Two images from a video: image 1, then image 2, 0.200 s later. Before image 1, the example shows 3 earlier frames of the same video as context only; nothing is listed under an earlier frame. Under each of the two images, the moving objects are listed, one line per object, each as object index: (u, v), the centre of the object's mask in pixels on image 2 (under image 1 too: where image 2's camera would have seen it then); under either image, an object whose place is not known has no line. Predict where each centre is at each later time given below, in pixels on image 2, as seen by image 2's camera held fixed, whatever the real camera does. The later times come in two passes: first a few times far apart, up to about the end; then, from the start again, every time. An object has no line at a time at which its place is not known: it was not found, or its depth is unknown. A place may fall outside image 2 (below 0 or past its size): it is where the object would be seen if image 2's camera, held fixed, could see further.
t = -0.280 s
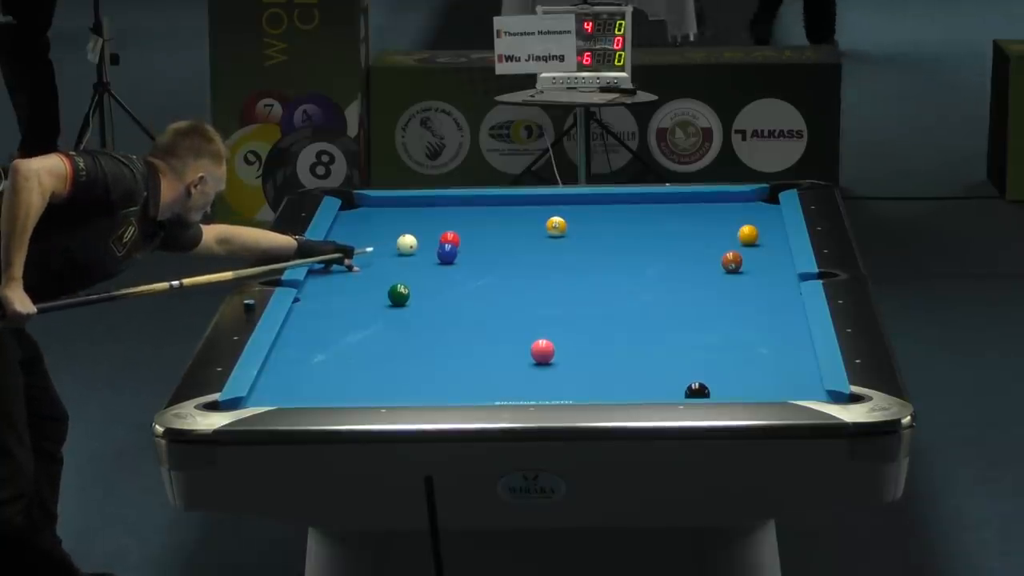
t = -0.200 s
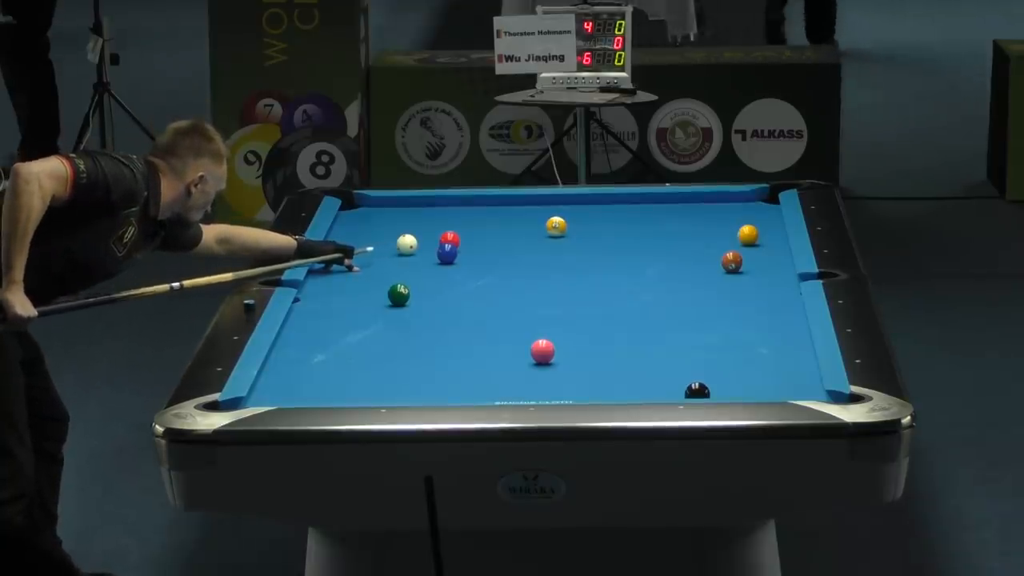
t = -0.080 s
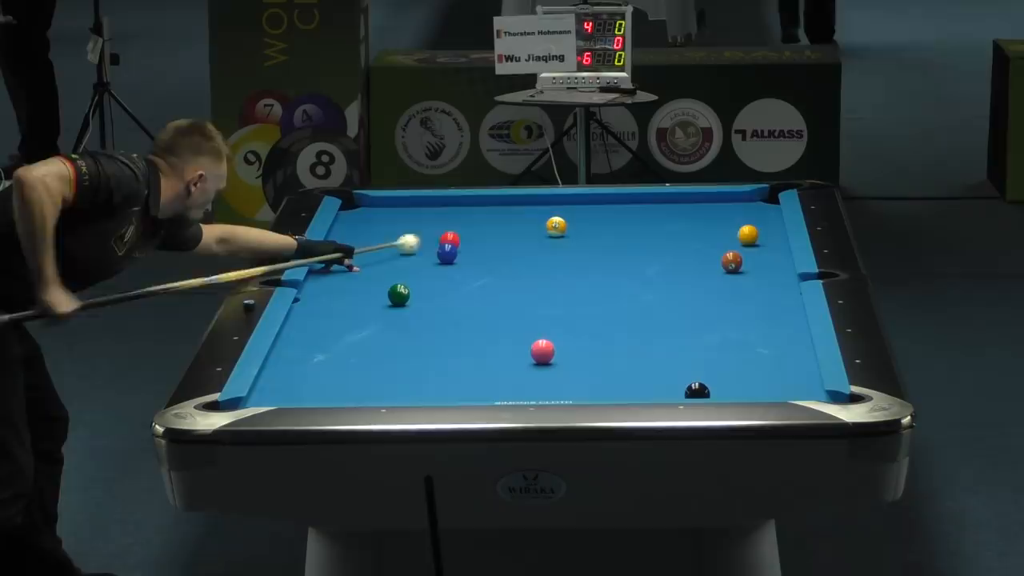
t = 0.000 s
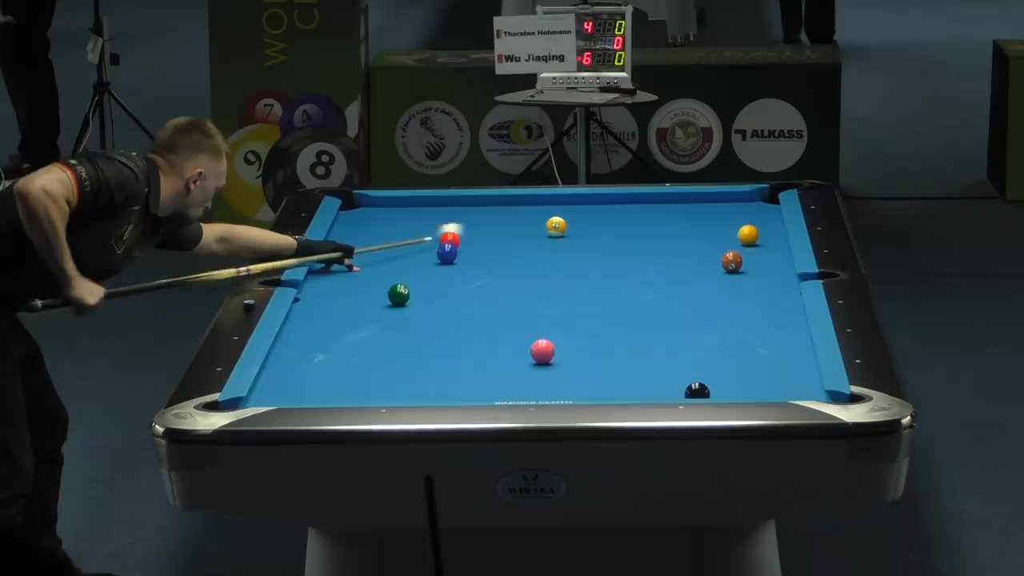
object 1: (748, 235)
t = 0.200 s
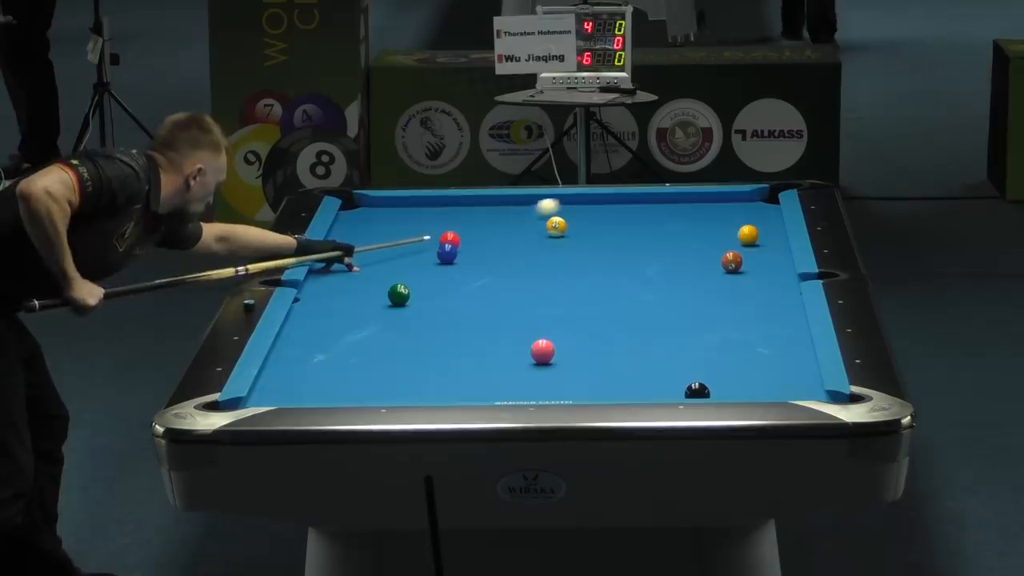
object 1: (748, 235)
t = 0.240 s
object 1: (748, 235)
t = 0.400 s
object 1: (748, 235)
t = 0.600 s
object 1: (748, 235)
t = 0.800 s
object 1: (748, 235)
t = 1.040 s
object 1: (712, 246)
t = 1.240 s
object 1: (679, 257)
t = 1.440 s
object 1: (647, 267)
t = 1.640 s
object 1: (615, 278)
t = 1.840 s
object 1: (583, 288)
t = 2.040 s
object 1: (551, 298)
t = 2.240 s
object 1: (518, 308)
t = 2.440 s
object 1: (486, 319)
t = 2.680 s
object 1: (447, 331)
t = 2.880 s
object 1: (415, 342)
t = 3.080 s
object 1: (383, 352)
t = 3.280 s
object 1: (350, 362)
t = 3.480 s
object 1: (318, 372)
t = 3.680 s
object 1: (286, 383)
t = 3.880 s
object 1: (264, 391)
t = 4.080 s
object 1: (276, 394)
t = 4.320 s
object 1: (288, 398)
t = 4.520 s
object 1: (302, 396)
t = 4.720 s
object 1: (315, 394)
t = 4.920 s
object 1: (326, 392)
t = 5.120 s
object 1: (337, 391)
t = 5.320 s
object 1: (346, 389)
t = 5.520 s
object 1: (354, 386)
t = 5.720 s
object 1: (361, 384)
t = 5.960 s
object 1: (368, 382)
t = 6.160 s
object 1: (373, 380)
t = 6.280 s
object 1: (375, 379)
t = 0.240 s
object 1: (748, 235)
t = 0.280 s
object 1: (748, 235)
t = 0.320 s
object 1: (748, 235)
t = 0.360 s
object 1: (748, 235)
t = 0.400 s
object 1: (748, 235)
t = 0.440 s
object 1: (748, 235)
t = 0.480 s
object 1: (748, 235)
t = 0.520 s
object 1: (748, 235)
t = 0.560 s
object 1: (748, 235)
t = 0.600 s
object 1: (748, 235)
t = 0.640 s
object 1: (748, 235)
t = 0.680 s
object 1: (748, 235)
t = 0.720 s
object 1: (748, 235)
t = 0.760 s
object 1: (748, 235)
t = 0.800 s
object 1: (748, 235)
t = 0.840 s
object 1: (748, 235)
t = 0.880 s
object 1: (740, 237)
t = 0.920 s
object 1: (732, 239)
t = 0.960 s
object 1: (724, 242)
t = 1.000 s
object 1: (717, 244)
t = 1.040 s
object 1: (712, 246)
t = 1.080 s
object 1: (705, 248)
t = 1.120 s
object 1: (699, 250)
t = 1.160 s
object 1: (692, 253)
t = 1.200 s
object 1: (686, 255)
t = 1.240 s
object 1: (679, 257)
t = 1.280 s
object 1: (673, 259)
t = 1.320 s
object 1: (666, 261)
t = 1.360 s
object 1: (660, 263)
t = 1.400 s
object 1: (654, 265)
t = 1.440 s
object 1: (647, 267)
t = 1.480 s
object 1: (641, 269)
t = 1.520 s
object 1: (635, 271)
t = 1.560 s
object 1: (628, 273)
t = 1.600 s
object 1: (622, 275)
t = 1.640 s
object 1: (615, 278)
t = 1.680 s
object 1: (608, 279)
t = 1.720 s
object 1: (602, 282)
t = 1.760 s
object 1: (596, 283)
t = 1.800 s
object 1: (590, 286)
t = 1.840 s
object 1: (583, 288)
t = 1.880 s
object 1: (576, 290)
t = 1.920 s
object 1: (570, 292)
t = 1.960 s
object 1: (563, 294)
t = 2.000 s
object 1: (557, 296)
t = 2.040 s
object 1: (551, 298)
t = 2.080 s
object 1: (544, 300)
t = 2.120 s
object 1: (538, 302)
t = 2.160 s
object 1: (531, 304)
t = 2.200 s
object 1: (525, 306)
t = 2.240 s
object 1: (518, 308)
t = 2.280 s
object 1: (512, 310)
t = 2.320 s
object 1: (505, 312)
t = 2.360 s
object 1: (499, 314)
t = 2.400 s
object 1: (492, 317)
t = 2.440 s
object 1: (486, 319)
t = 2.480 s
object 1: (480, 321)
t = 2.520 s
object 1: (473, 323)
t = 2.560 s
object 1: (467, 325)
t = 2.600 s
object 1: (460, 327)
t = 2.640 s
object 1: (453, 329)
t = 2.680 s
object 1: (447, 331)
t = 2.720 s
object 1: (441, 333)
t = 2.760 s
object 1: (434, 335)
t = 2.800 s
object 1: (428, 337)
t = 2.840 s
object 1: (421, 339)
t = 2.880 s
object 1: (415, 342)
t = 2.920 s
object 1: (409, 343)
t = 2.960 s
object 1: (402, 345)
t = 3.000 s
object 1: (395, 348)
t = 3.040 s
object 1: (389, 350)
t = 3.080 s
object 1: (383, 352)
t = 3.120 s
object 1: (376, 354)
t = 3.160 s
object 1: (370, 356)
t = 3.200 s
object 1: (364, 358)
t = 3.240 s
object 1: (357, 360)
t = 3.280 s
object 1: (350, 362)
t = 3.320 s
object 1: (344, 364)
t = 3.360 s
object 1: (338, 366)
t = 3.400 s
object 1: (331, 368)
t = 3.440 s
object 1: (325, 370)
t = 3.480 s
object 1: (318, 372)
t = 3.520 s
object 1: (312, 374)
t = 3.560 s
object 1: (305, 376)
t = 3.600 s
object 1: (299, 378)
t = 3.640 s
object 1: (293, 380)
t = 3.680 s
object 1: (286, 383)
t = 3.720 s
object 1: (280, 385)
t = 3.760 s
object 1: (274, 386)
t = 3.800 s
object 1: (268, 388)
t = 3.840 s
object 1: (262, 390)
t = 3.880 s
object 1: (264, 391)
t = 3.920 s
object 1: (267, 391)
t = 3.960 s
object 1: (269, 392)
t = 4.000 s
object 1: (271, 393)
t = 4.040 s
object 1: (273, 394)
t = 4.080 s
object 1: (276, 394)
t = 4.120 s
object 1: (278, 395)
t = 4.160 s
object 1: (280, 396)
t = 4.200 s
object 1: (282, 396)
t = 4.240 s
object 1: (284, 397)
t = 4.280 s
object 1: (285, 397)
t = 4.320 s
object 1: (288, 398)
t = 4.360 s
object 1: (291, 398)
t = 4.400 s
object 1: (293, 397)
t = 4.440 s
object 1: (296, 397)
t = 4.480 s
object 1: (299, 397)
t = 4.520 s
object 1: (302, 396)
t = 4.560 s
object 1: (305, 396)
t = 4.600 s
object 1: (307, 396)
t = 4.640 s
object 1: (310, 395)
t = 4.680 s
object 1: (312, 395)
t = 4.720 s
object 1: (315, 394)
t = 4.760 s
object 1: (317, 394)
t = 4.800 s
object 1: (319, 393)
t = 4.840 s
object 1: (322, 393)
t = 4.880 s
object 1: (324, 393)
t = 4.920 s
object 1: (326, 392)
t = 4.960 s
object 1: (329, 392)
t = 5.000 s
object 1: (331, 391)
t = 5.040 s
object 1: (333, 392)
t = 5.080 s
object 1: (335, 391)
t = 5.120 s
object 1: (337, 391)
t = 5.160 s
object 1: (338, 390)
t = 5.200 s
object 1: (340, 390)
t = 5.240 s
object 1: (342, 389)
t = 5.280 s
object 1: (344, 389)
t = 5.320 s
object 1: (346, 389)
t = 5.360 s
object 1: (347, 388)
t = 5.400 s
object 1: (349, 387)
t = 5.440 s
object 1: (351, 387)
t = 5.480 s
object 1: (352, 386)
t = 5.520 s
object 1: (354, 386)
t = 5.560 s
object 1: (355, 386)
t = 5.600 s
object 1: (357, 386)
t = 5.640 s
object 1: (358, 385)
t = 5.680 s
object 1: (359, 385)
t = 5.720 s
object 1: (361, 384)
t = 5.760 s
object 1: (362, 384)
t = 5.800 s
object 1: (363, 384)
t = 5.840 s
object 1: (365, 383)
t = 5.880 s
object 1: (366, 383)
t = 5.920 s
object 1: (367, 382)
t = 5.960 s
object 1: (368, 382)
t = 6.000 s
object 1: (369, 382)
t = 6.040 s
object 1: (370, 381)
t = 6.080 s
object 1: (371, 381)
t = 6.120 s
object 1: (372, 381)
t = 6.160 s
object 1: (373, 380)
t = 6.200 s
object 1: (374, 380)
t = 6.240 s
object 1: (375, 380)
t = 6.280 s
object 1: (375, 379)
